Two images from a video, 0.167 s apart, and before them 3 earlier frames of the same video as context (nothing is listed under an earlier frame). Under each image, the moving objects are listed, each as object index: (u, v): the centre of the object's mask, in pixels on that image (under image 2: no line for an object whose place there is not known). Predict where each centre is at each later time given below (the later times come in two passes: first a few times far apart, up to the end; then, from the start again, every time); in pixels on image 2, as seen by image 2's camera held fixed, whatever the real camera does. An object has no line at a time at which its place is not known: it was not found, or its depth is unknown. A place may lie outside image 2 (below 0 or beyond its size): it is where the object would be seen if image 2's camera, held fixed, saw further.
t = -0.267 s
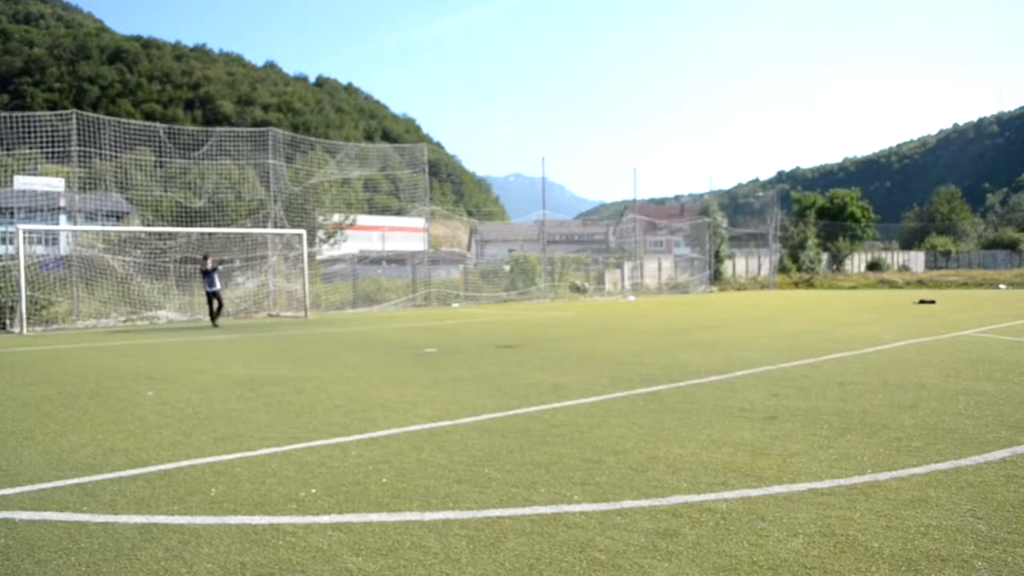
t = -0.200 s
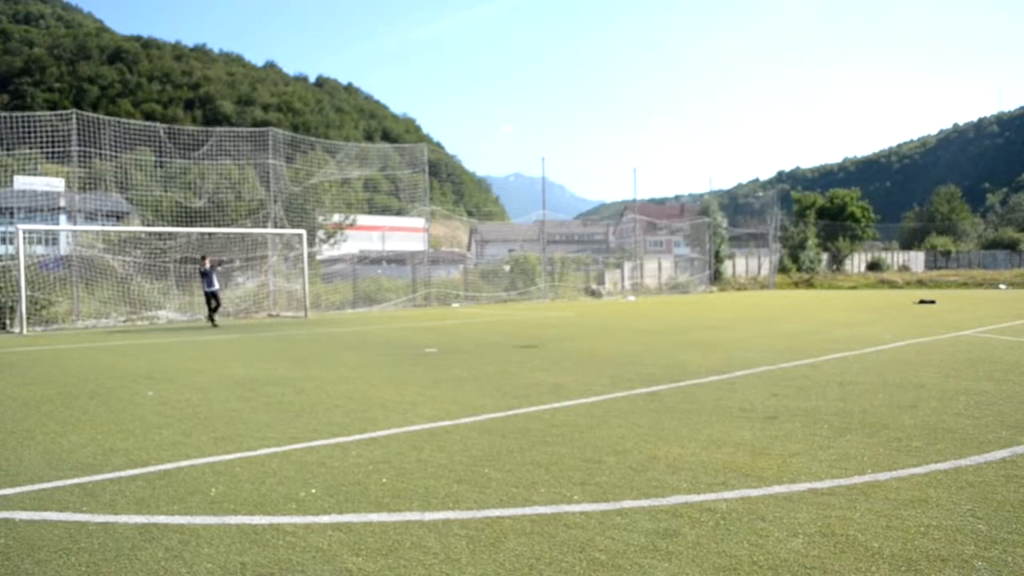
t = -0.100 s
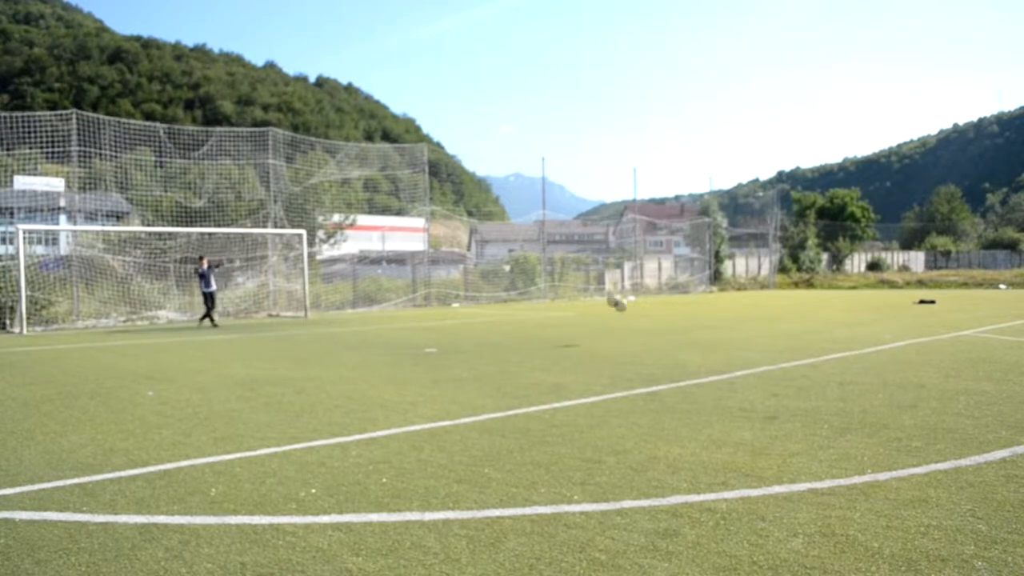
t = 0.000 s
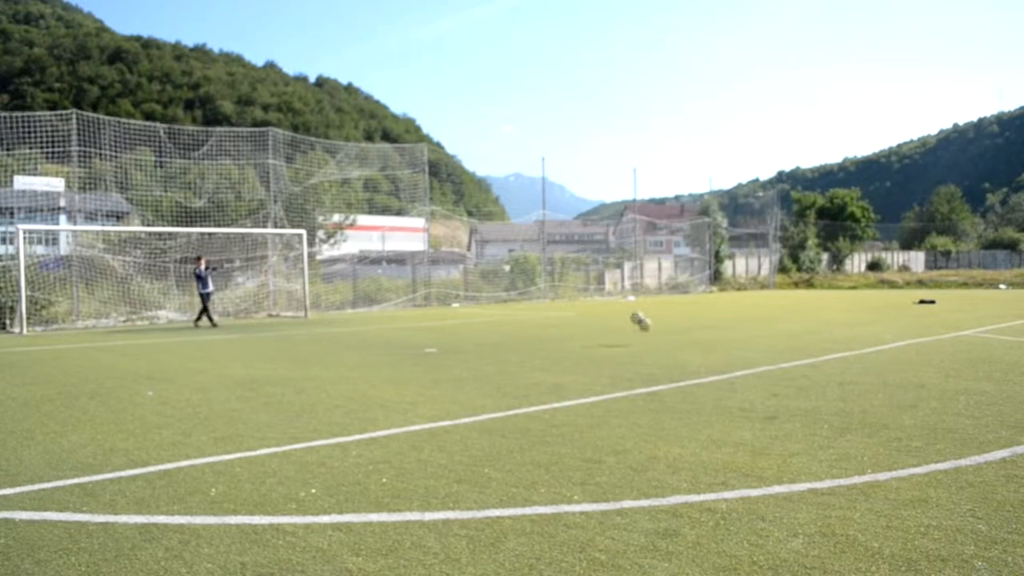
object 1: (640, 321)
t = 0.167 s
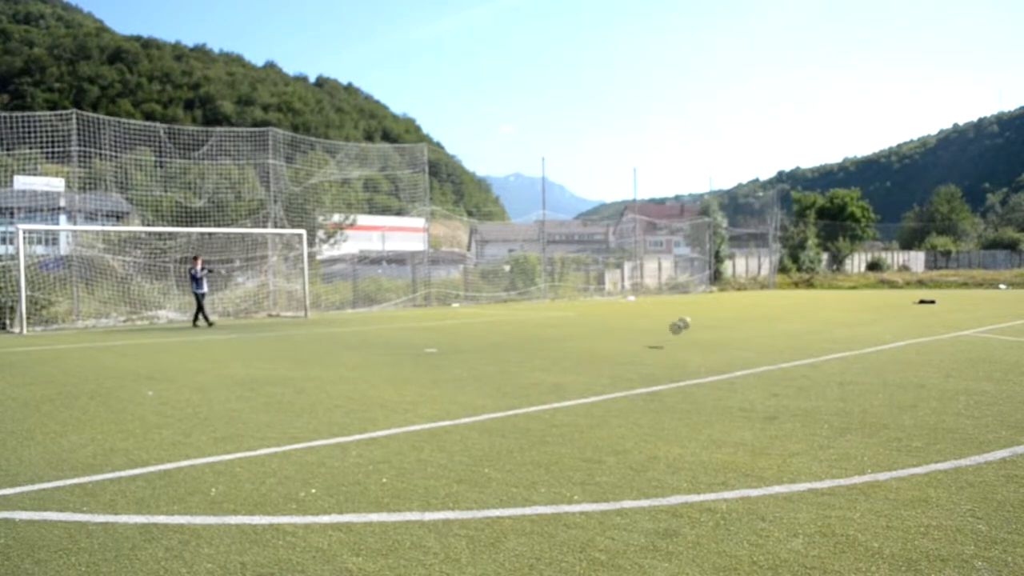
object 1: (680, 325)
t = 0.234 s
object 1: (695, 317)
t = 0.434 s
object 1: (745, 310)
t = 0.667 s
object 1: (805, 337)
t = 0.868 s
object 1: (860, 328)
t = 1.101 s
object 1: (928, 338)
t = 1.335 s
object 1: (1000, 336)
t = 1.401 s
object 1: (1016, 338)
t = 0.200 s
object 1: (687, 321)
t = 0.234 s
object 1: (695, 317)
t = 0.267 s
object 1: (704, 314)
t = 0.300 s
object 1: (711, 313)
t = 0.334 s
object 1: (720, 311)
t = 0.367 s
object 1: (728, 310)
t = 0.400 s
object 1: (737, 310)
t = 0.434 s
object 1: (745, 310)
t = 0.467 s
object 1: (753, 312)
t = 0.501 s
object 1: (762, 314)
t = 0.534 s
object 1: (770, 317)
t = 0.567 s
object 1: (779, 321)
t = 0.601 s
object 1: (788, 325)
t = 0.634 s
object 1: (797, 330)
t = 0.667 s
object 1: (805, 337)
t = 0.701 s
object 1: (814, 341)
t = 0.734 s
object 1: (824, 339)
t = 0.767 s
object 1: (833, 335)
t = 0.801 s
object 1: (841, 332)
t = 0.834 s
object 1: (850, 330)
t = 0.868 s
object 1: (860, 328)
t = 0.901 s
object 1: (870, 327)
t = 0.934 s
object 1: (879, 327)
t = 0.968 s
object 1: (889, 328)
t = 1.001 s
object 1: (899, 329)
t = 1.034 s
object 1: (908, 331)
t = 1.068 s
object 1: (918, 334)
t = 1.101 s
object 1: (928, 338)
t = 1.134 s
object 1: (938, 343)
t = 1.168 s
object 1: (948, 345)
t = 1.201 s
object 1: (962, 341)
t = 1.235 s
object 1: (968, 340)
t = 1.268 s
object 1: (979, 337)
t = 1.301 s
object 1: (989, 336)
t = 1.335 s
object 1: (1000, 336)
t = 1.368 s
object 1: (1010, 337)
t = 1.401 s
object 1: (1016, 338)
